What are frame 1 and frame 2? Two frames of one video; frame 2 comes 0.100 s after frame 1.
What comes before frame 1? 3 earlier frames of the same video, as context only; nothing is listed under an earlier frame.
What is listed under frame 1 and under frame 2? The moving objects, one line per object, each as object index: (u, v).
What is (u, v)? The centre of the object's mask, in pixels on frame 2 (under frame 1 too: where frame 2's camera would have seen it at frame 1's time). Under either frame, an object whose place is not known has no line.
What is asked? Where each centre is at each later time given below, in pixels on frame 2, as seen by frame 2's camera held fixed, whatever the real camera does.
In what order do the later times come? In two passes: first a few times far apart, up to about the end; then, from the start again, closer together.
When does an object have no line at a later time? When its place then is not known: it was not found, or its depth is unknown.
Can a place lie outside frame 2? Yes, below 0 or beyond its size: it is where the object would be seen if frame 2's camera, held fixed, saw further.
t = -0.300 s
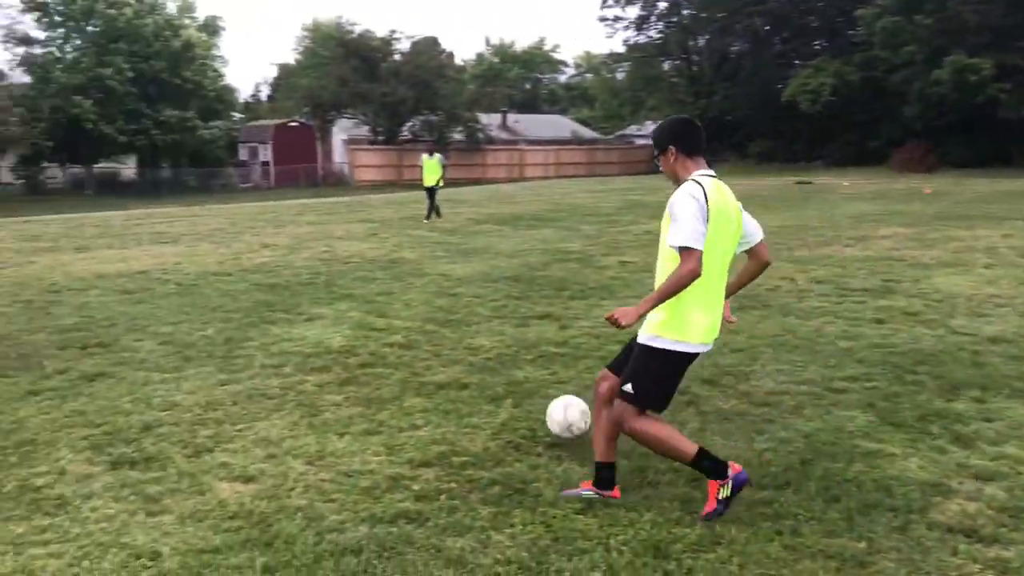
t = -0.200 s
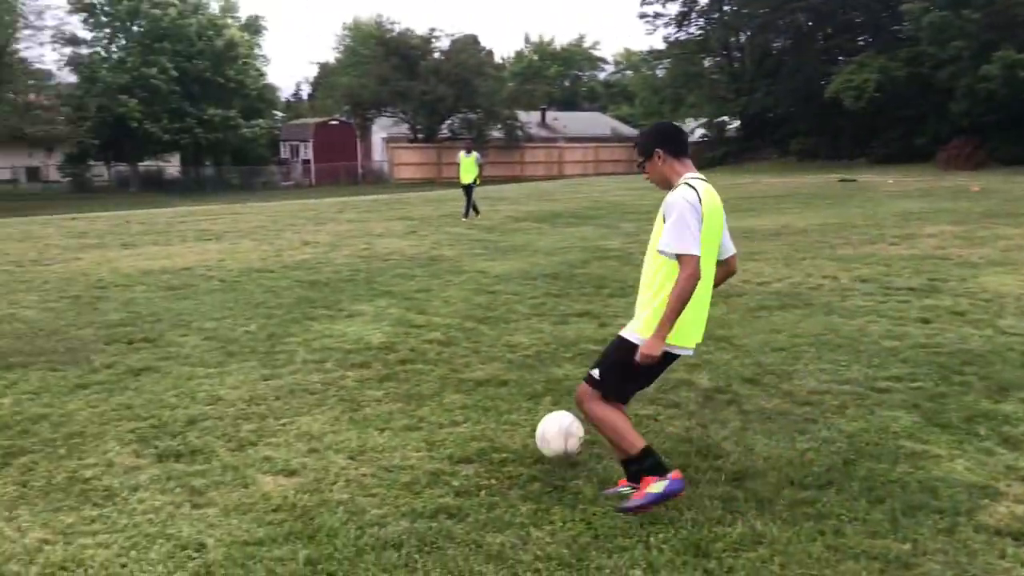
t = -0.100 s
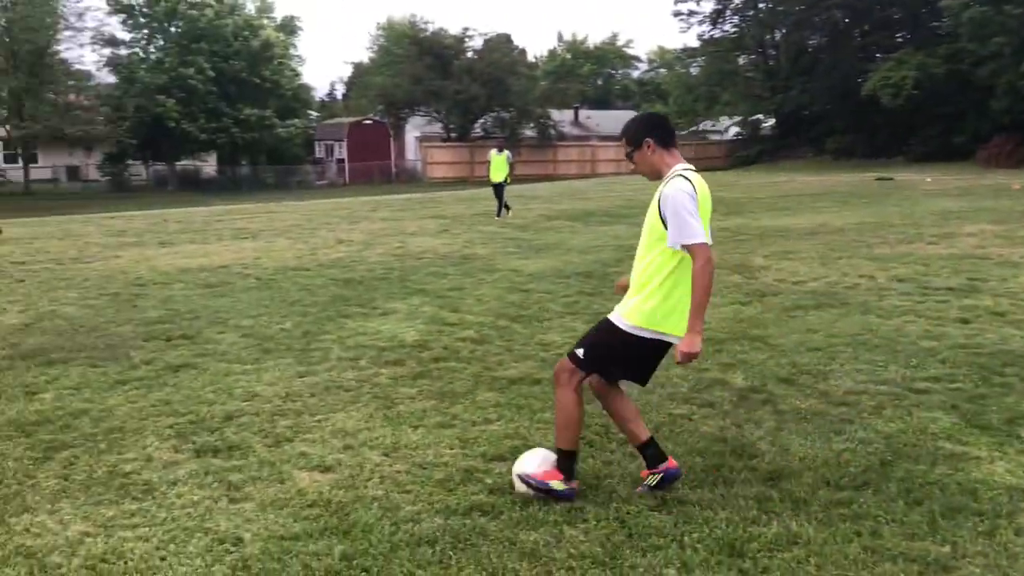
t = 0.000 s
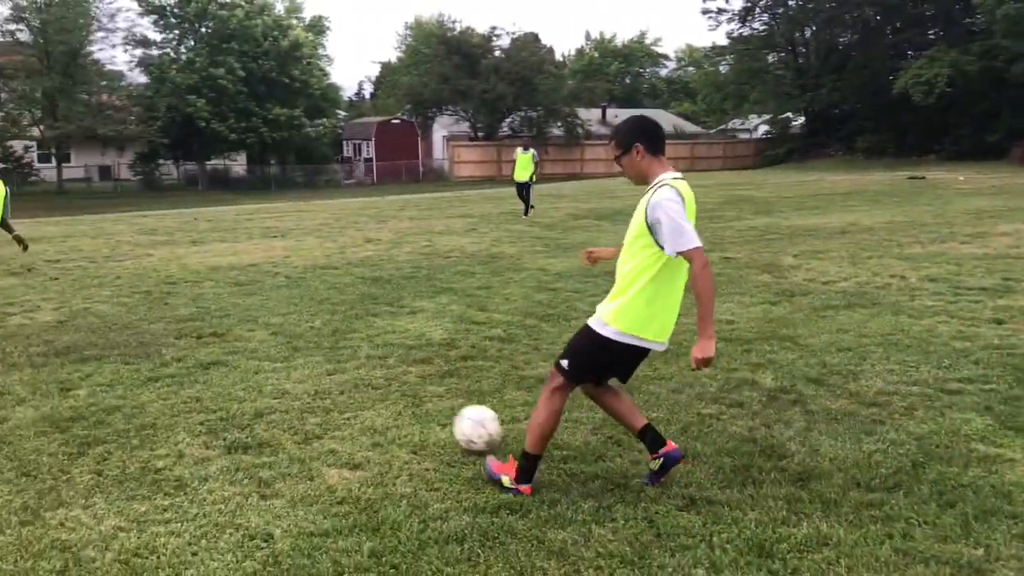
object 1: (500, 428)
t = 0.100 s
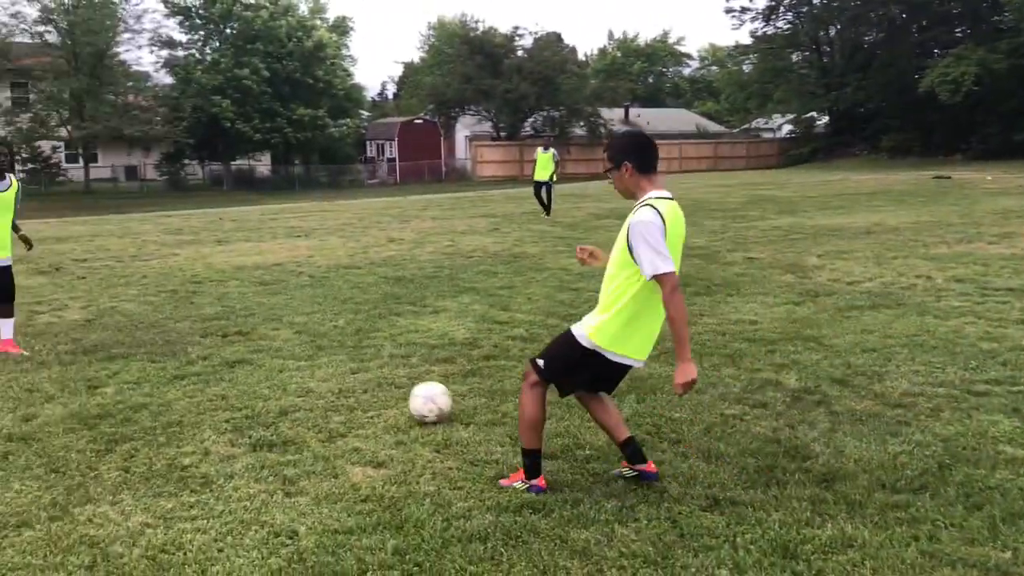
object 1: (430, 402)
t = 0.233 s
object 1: (368, 376)
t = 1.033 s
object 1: (213, 324)
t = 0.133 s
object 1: (410, 397)
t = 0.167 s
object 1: (393, 391)
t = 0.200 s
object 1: (380, 383)
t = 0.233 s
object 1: (368, 376)
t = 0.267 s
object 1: (356, 371)
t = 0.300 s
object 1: (345, 366)
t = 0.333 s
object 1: (335, 364)
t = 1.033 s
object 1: (213, 324)
